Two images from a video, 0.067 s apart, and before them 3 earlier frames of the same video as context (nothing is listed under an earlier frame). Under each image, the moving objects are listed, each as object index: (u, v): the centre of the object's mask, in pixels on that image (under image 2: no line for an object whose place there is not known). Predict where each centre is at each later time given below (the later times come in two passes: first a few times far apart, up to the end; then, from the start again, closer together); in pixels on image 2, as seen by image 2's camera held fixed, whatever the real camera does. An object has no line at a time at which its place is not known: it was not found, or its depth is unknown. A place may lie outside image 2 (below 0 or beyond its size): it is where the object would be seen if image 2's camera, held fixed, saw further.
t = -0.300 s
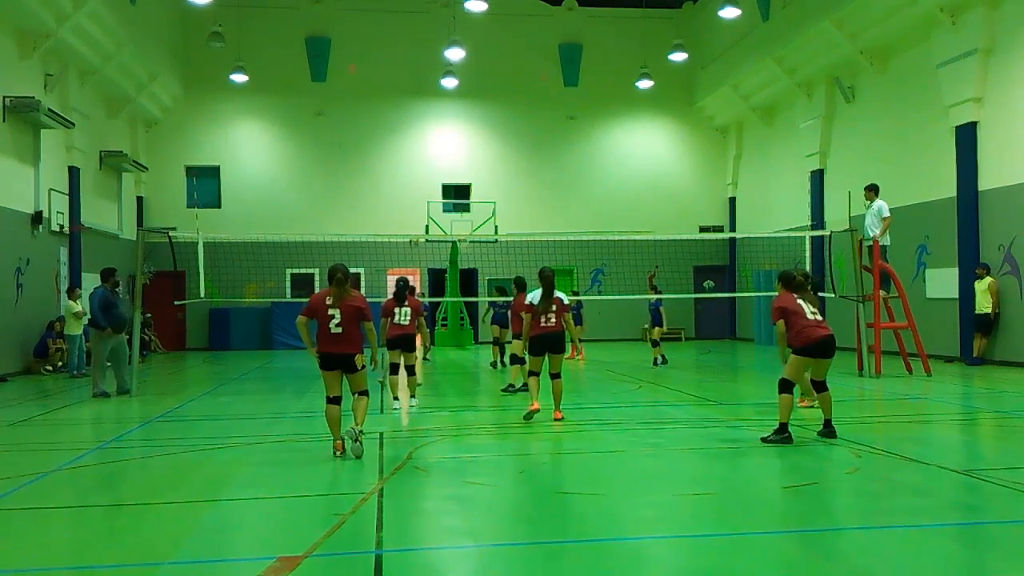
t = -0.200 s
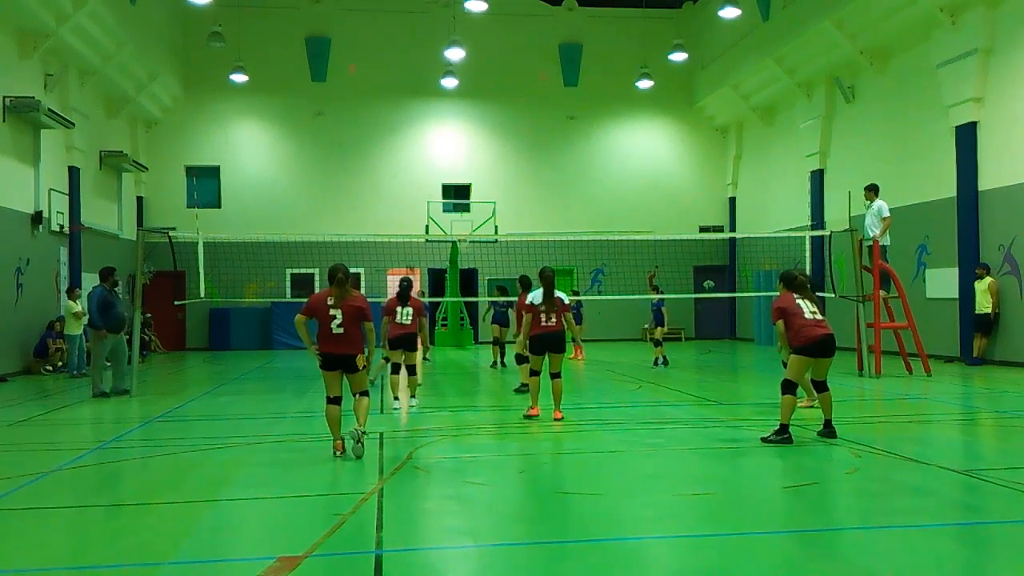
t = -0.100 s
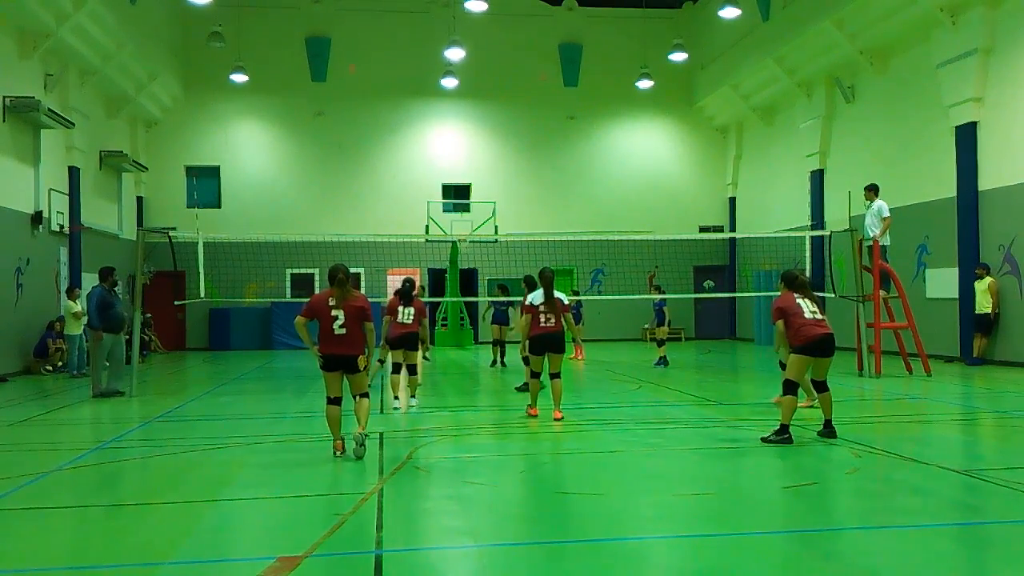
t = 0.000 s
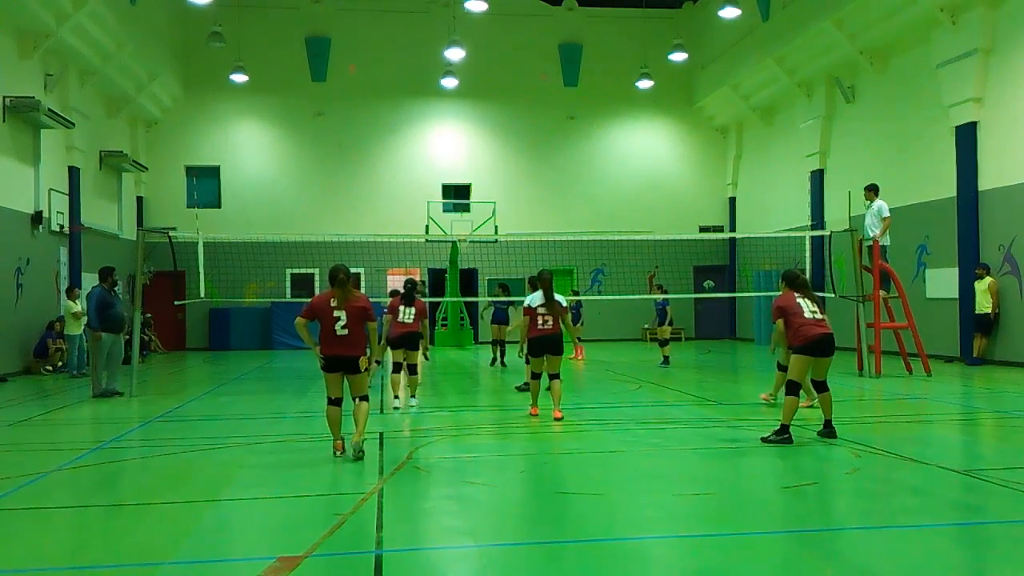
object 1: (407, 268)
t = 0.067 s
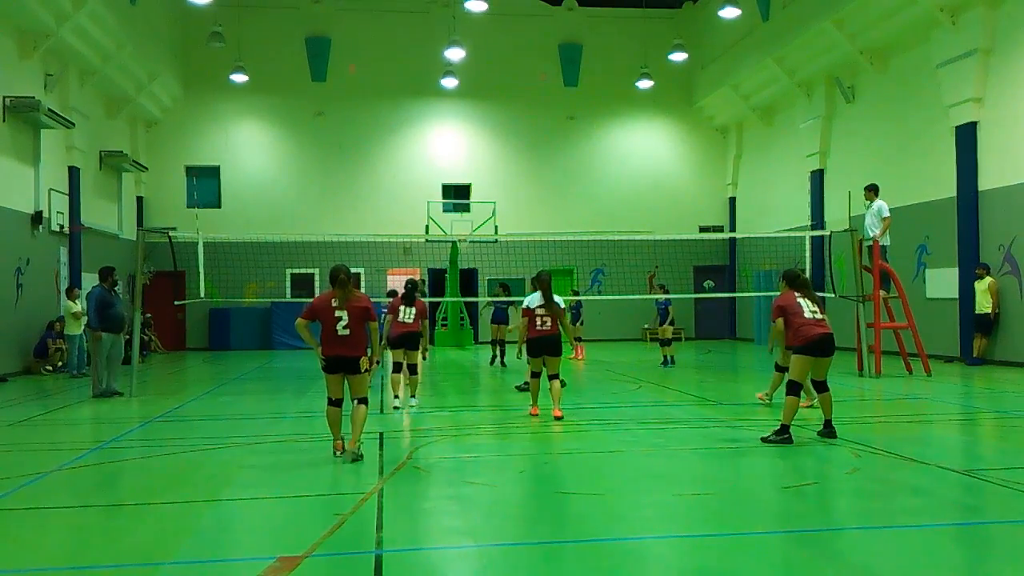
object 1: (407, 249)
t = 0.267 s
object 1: (405, 194)
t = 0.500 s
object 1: (404, 153)
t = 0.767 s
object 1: (403, 139)
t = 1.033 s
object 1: (402, 163)
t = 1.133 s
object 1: (402, 183)
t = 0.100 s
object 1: (406, 239)
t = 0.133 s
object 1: (406, 228)
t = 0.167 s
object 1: (406, 218)
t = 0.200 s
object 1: (406, 209)
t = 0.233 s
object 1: (405, 201)
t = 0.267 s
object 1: (405, 194)
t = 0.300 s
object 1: (405, 186)
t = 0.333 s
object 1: (405, 179)
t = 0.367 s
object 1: (405, 173)
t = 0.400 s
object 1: (405, 167)
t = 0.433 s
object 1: (405, 161)
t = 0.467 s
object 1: (404, 157)
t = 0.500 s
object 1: (404, 153)
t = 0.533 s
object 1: (404, 149)
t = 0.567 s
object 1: (404, 146)
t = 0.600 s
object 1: (403, 143)
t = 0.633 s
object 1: (403, 141)
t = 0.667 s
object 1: (403, 140)
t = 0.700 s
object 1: (403, 139)
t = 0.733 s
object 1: (403, 139)
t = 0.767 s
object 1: (403, 139)
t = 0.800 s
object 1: (403, 140)
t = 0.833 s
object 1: (403, 141)
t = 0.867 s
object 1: (403, 143)
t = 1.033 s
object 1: (402, 163)
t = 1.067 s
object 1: (402, 169)
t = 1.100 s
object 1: (402, 175)
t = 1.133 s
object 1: (402, 183)
